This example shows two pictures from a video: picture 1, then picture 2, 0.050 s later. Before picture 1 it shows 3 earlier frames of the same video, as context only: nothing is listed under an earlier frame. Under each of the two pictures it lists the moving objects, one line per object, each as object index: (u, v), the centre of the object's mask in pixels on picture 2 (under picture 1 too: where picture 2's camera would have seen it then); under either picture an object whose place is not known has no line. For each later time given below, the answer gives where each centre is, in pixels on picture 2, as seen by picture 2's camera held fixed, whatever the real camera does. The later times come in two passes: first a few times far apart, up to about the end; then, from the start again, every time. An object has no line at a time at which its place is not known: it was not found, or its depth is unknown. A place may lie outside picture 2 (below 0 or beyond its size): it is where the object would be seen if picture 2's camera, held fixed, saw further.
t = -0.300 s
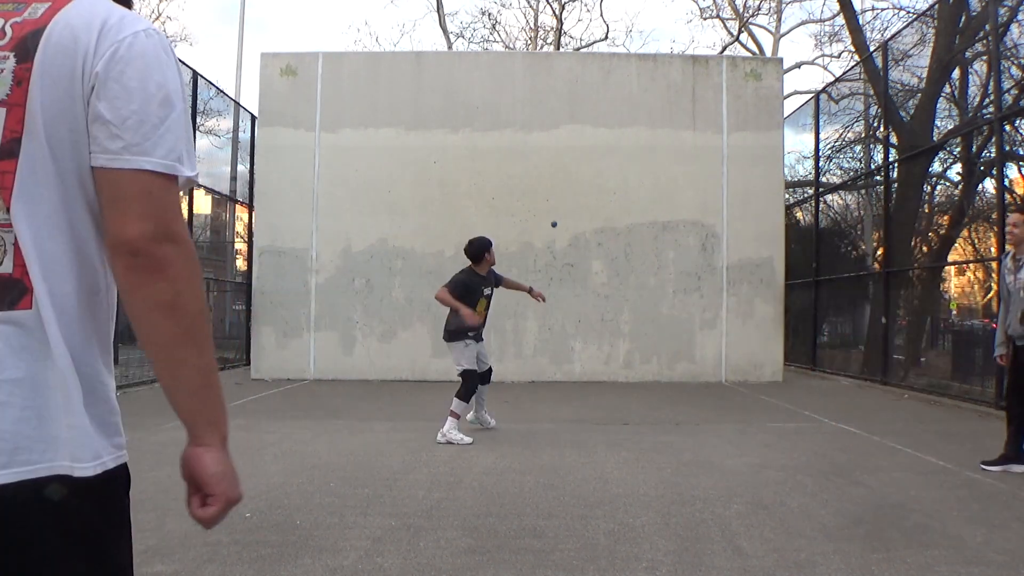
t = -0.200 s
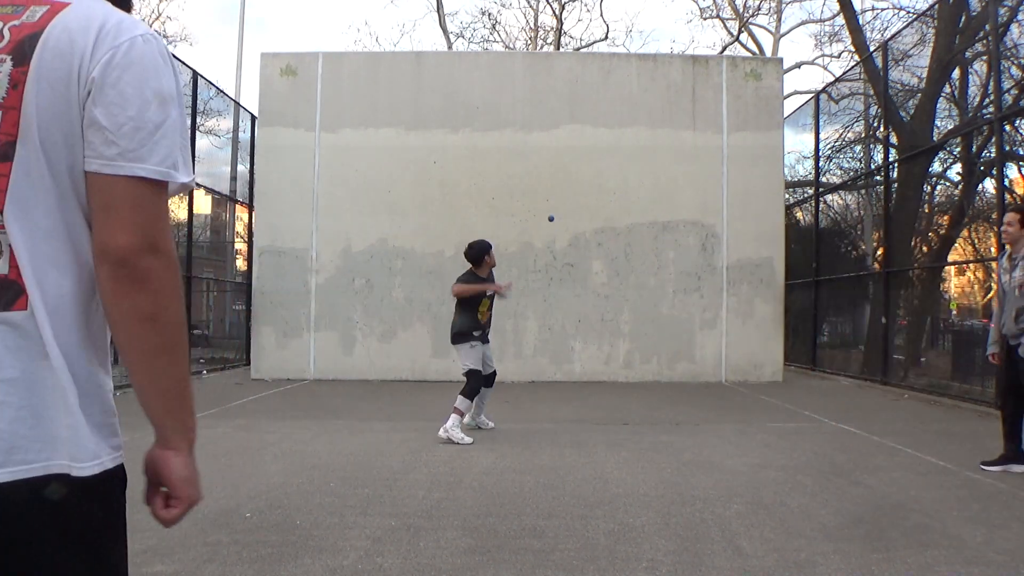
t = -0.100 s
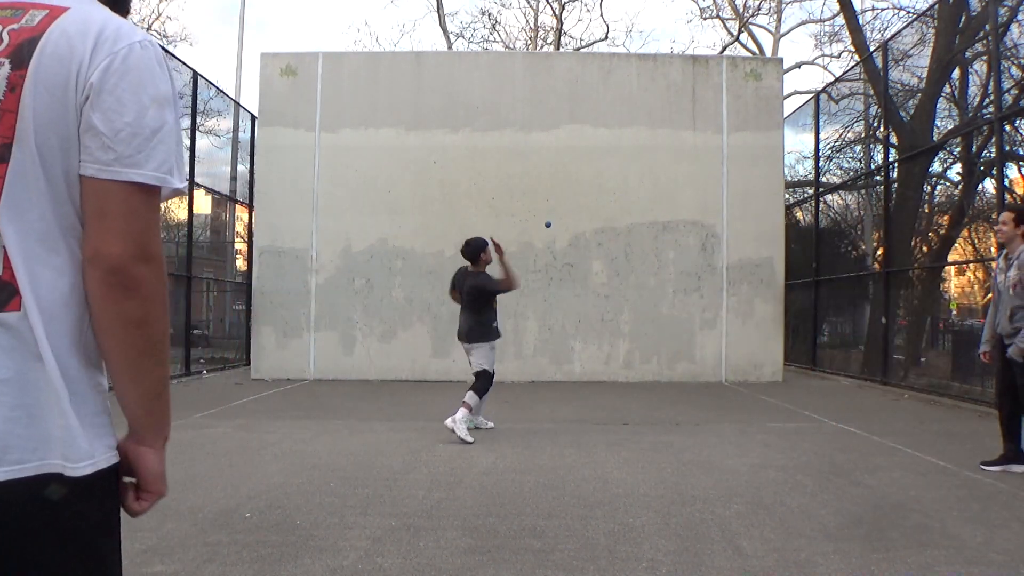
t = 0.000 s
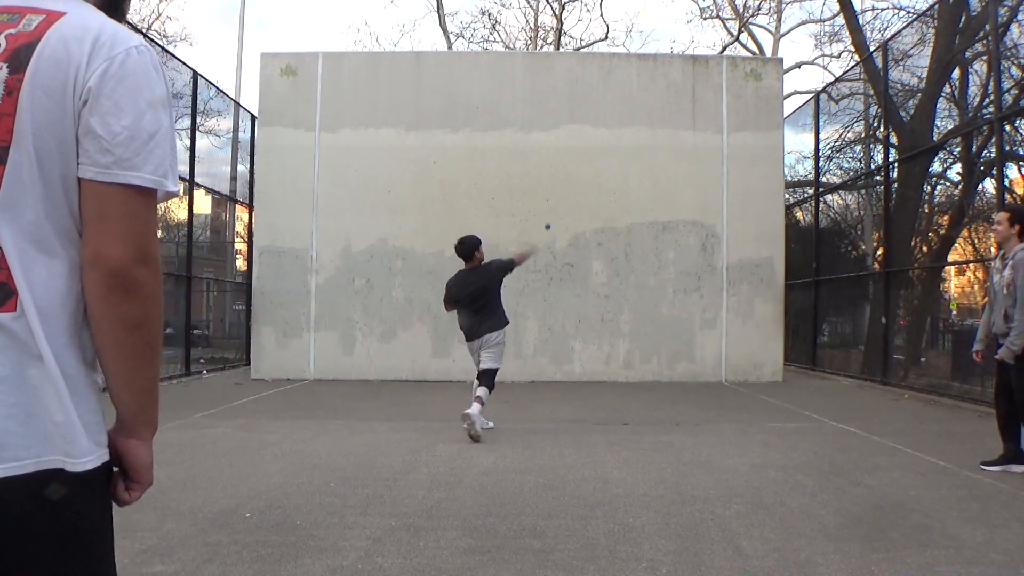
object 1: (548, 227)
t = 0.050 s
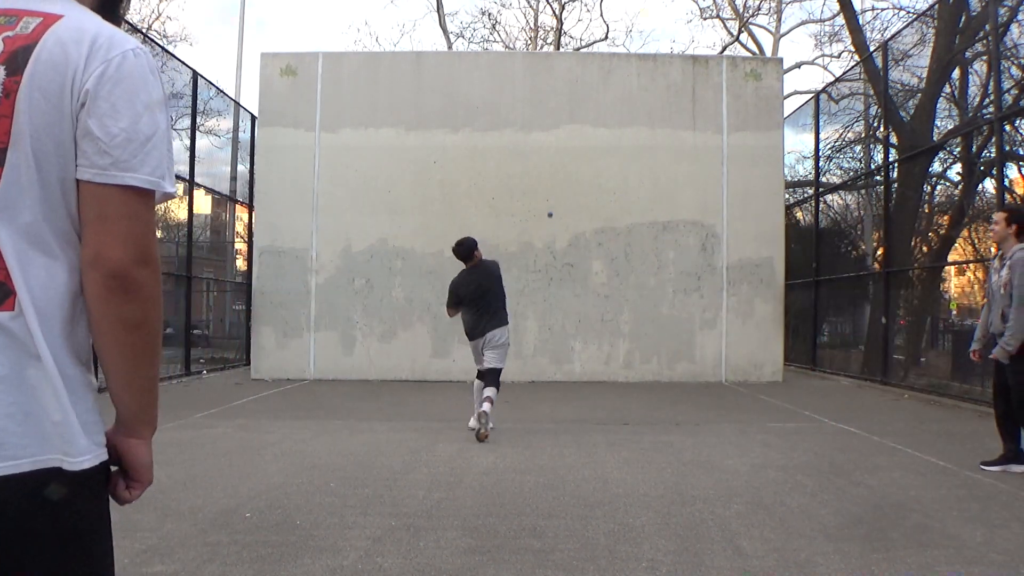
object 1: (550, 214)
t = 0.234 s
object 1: (555, 200)
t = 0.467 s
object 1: (570, 168)
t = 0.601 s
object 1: (582, 163)
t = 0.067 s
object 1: (550, 212)
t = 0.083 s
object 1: (551, 209)
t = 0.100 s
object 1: (552, 207)
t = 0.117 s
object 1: (552, 205)
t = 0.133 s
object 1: (553, 204)
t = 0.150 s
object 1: (553, 202)
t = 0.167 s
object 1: (553, 201)
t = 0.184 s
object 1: (554, 200)
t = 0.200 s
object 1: (554, 200)
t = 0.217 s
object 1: (554, 200)
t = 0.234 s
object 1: (555, 200)
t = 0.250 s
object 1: (555, 197)
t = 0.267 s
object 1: (557, 194)
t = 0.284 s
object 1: (558, 191)
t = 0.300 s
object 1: (559, 189)
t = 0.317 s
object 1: (560, 186)
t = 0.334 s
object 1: (560, 183)
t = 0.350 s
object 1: (562, 181)
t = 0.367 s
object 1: (563, 178)
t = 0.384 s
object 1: (564, 176)
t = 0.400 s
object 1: (565, 174)
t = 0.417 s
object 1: (566, 173)
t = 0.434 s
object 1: (567, 171)
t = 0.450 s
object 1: (569, 169)
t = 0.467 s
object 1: (570, 168)
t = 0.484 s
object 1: (571, 166)
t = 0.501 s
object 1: (573, 165)
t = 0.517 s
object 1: (574, 164)
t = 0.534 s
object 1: (576, 164)
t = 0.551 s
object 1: (577, 163)
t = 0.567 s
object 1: (579, 163)
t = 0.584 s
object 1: (581, 163)
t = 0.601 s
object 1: (582, 163)
